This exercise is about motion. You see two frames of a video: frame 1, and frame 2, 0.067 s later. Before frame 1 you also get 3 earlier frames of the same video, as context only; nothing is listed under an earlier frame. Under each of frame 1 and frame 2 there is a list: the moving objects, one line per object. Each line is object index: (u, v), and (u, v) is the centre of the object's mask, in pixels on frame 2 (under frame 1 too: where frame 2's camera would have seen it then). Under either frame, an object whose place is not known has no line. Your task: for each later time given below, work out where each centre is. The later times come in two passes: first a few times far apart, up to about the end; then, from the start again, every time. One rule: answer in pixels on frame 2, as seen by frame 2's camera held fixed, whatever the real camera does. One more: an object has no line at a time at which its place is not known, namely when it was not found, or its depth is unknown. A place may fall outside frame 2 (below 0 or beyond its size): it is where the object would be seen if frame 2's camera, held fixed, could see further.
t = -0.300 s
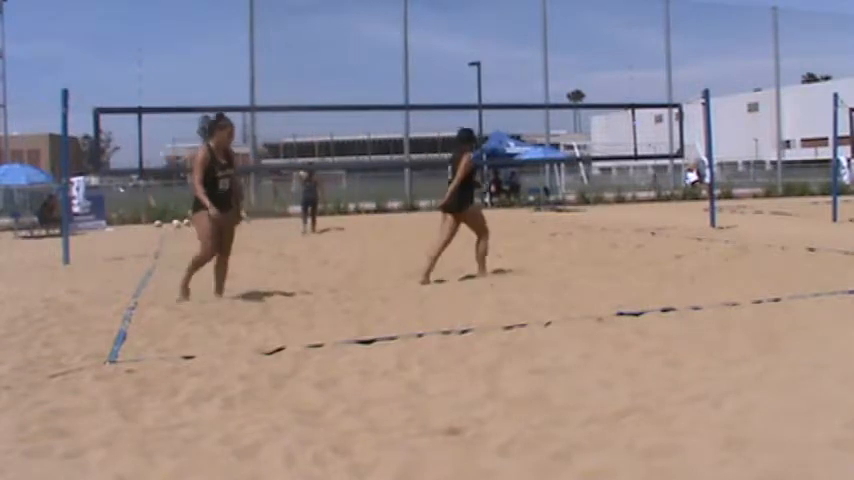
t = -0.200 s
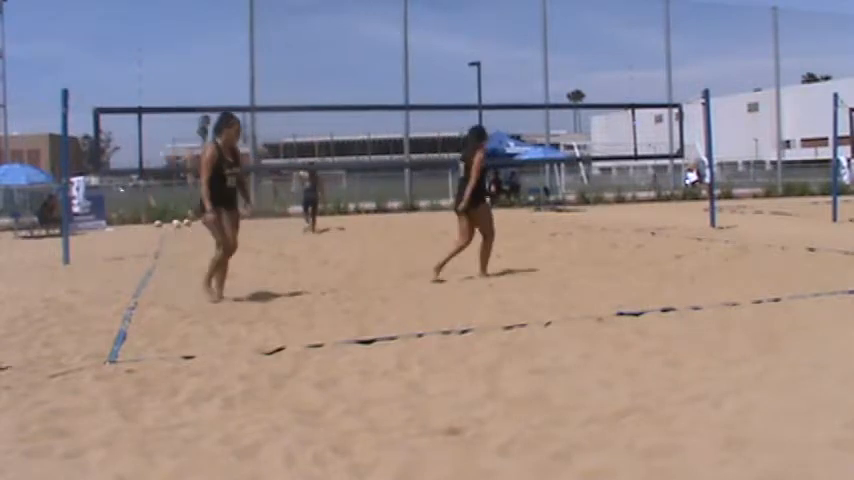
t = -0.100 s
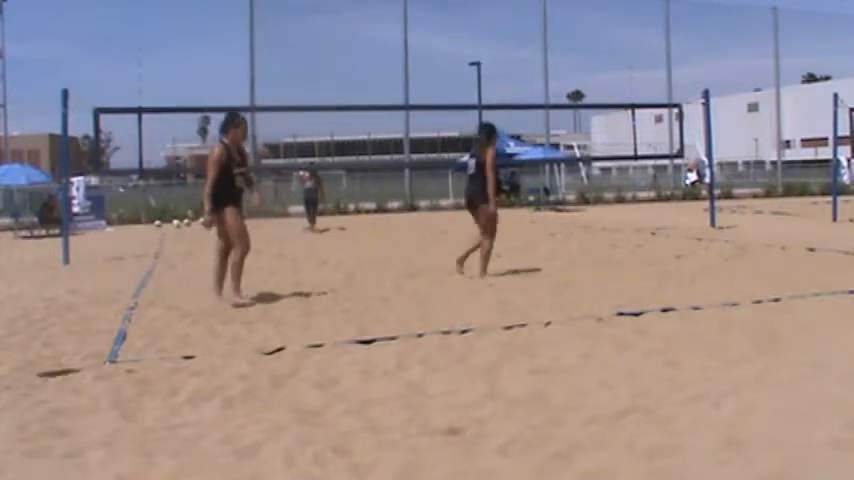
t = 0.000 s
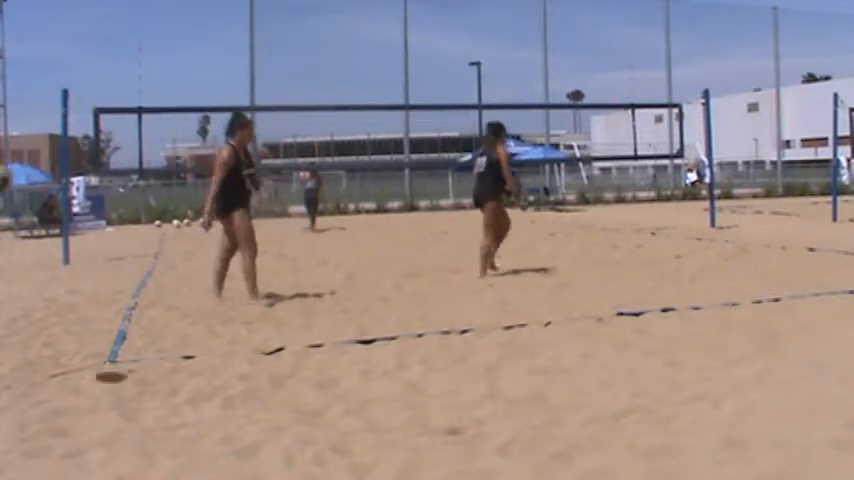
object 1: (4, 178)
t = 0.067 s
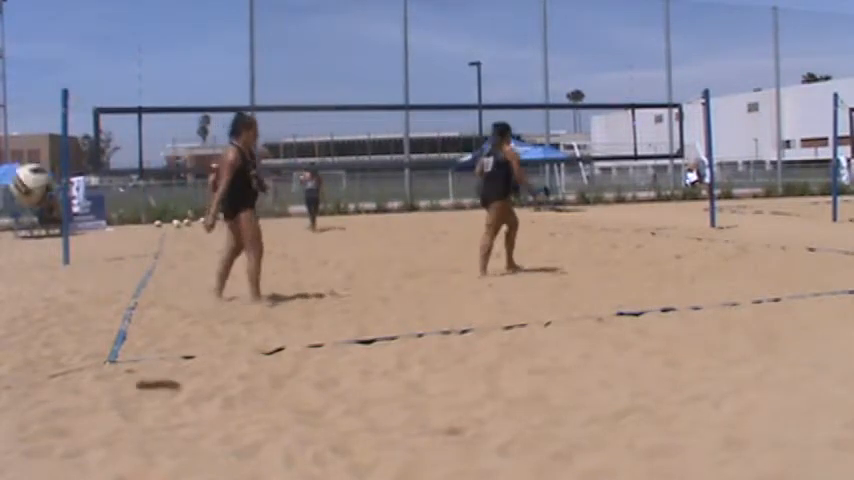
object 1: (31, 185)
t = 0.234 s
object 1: (151, 248)
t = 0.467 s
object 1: (328, 399)
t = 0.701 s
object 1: (432, 358)
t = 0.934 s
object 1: (546, 436)
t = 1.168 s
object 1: (655, 450)
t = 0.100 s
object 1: (53, 192)
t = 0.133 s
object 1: (76, 203)
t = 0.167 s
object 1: (100, 215)
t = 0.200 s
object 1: (125, 230)
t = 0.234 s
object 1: (151, 248)
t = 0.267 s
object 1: (177, 269)
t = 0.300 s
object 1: (204, 292)
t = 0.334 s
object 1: (231, 320)
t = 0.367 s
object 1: (259, 350)
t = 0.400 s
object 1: (289, 383)
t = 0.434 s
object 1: (316, 413)
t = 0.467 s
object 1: (328, 399)
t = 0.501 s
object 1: (342, 385)
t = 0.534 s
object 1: (356, 374)
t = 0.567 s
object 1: (371, 365)
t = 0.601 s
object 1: (385, 360)
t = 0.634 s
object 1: (400, 357)
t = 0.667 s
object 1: (415, 356)
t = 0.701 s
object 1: (432, 358)
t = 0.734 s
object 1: (447, 362)
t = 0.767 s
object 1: (462, 370)
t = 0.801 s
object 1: (479, 381)
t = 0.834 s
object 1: (495, 394)
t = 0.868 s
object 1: (513, 410)
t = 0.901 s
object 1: (530, 430)
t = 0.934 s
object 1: (546, 436)
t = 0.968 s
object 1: (562, 436)
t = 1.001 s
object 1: (579, 440)
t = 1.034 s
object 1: (595, 443)
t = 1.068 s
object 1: (610, 447)
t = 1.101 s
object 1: (626, 450)
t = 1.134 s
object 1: (641, 450)
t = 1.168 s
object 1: (655, 450)
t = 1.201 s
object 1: (669, 450)
